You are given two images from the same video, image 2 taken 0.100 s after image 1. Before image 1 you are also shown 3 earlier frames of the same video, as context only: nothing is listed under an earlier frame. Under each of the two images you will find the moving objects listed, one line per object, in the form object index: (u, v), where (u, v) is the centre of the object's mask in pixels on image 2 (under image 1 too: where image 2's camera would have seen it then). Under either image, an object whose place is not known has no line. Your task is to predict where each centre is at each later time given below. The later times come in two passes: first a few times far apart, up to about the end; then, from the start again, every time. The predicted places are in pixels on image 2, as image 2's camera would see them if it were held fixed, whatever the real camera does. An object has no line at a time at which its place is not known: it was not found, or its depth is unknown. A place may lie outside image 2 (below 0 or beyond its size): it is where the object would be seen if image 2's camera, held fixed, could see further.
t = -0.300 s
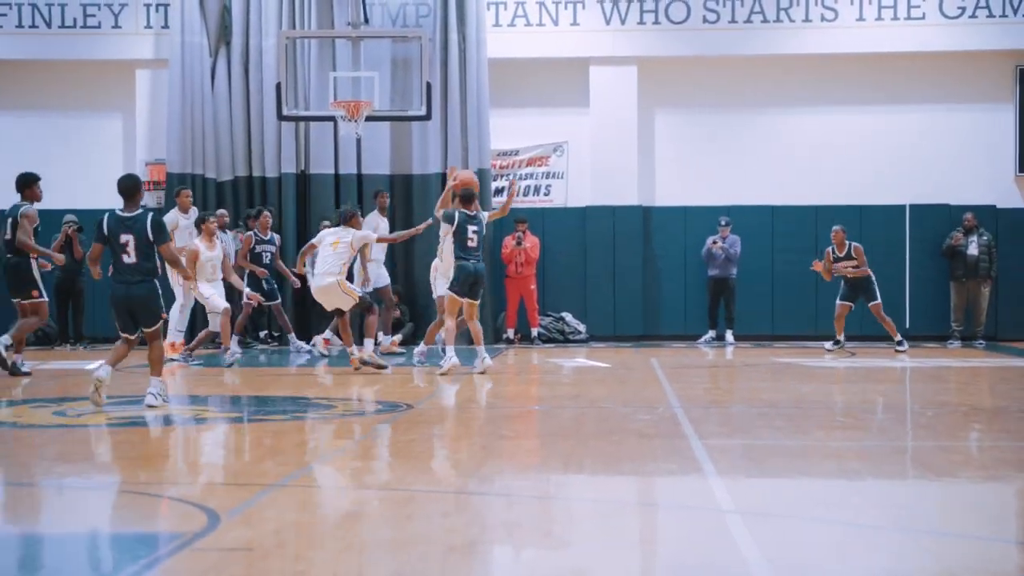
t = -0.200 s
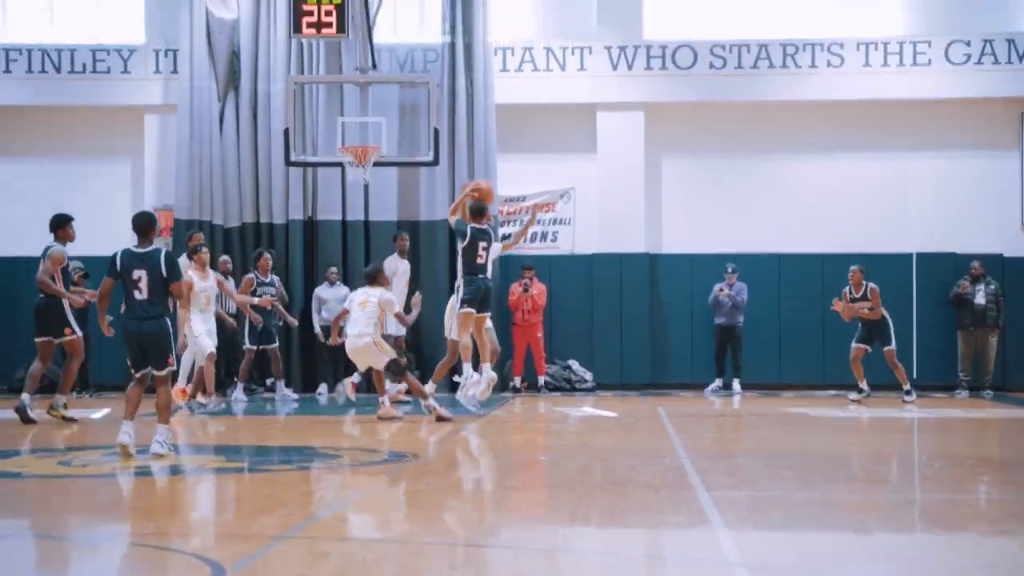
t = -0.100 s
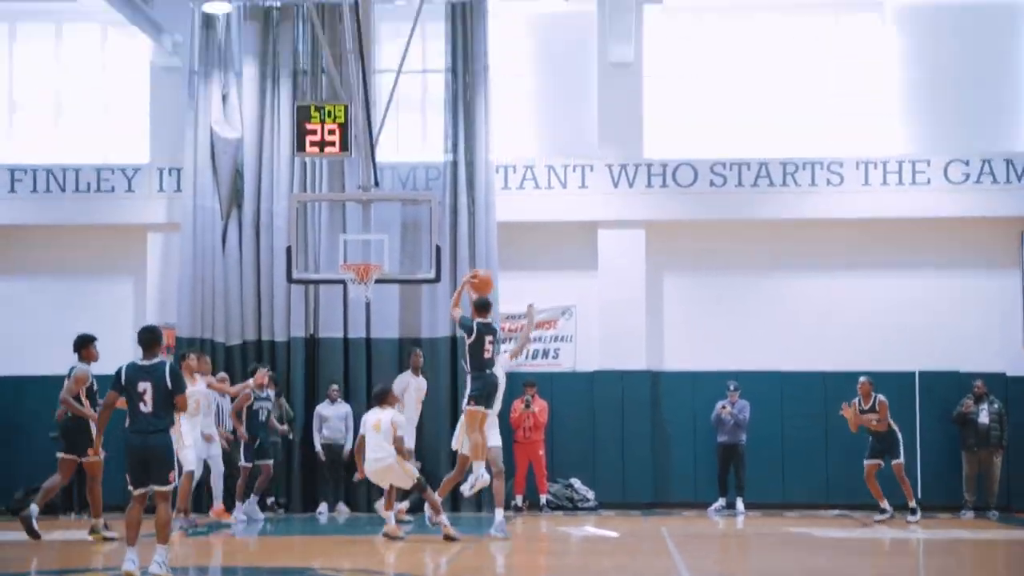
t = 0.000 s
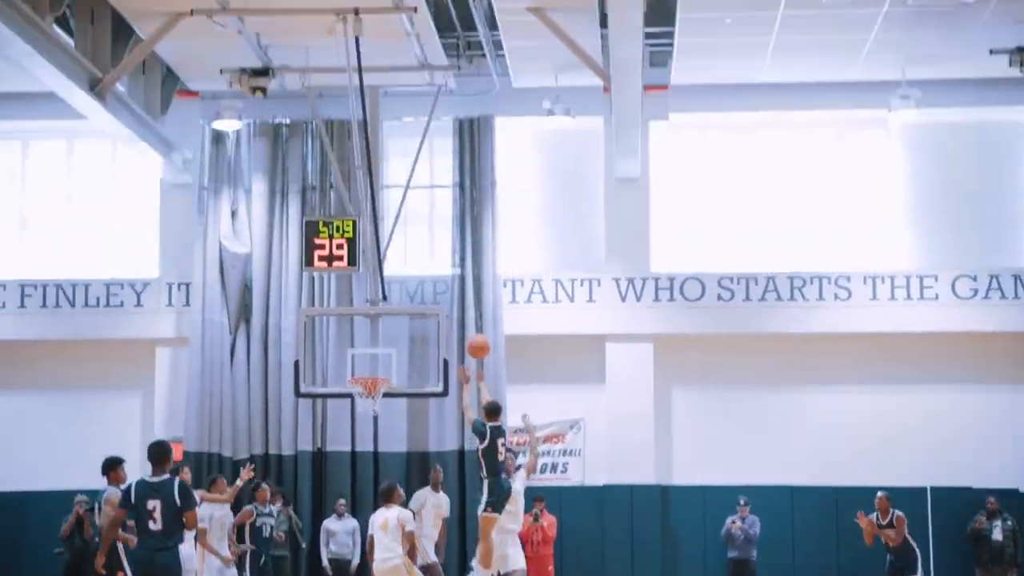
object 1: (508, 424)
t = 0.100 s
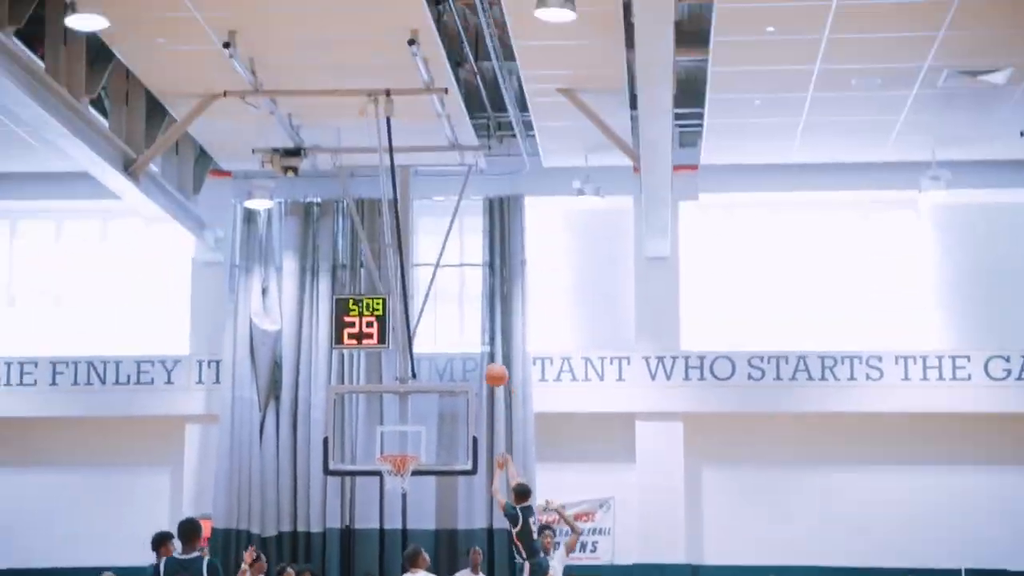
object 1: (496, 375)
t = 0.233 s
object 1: (482, 329)
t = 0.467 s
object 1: (459, 294)
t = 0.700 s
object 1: (437, 308)
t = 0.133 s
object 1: (492, 362)
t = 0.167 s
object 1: (488, 349)
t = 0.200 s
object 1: (485, 339)
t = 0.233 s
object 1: (482, 329)
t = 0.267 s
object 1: (478, 320)
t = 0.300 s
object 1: (474, 313)
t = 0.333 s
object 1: (471, 307)
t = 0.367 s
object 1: (468, 302)
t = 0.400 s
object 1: (465, 299)
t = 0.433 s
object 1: (462, 296)
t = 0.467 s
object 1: (459, 294)
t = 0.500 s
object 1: (455, 294)
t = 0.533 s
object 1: (452, 293)
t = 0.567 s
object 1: (449, 295)
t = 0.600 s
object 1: (446, 297)
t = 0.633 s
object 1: (443, 300)
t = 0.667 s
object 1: (440, 303)
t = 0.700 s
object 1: (437, 308)
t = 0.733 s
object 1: (434, 314)
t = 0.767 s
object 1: (431, 320)
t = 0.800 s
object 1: (428, 327)
